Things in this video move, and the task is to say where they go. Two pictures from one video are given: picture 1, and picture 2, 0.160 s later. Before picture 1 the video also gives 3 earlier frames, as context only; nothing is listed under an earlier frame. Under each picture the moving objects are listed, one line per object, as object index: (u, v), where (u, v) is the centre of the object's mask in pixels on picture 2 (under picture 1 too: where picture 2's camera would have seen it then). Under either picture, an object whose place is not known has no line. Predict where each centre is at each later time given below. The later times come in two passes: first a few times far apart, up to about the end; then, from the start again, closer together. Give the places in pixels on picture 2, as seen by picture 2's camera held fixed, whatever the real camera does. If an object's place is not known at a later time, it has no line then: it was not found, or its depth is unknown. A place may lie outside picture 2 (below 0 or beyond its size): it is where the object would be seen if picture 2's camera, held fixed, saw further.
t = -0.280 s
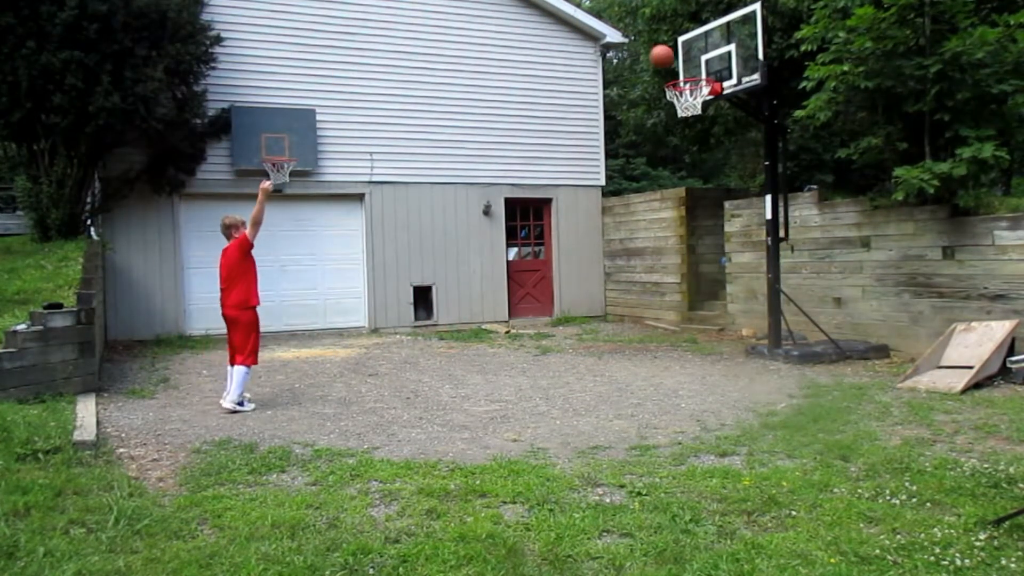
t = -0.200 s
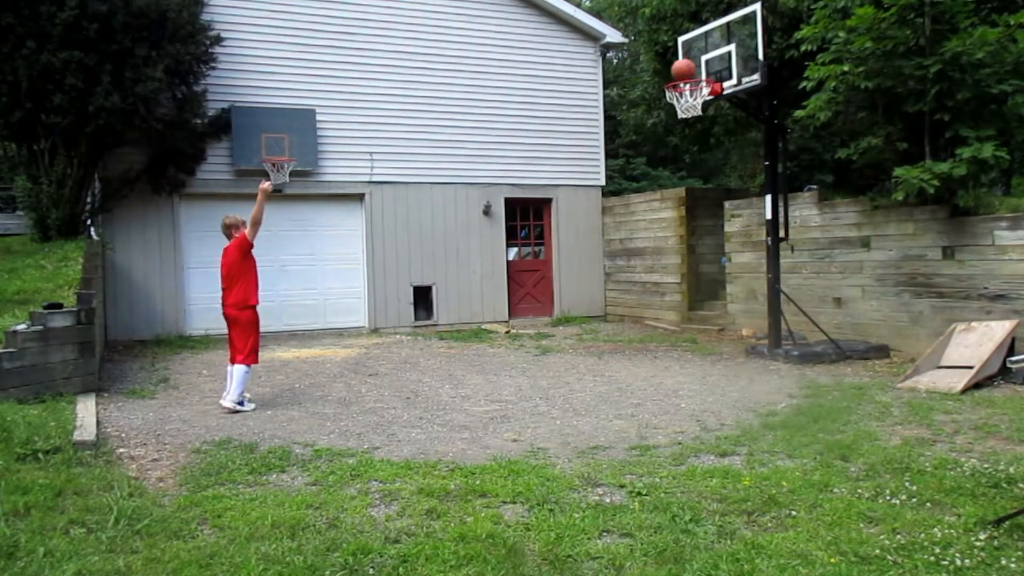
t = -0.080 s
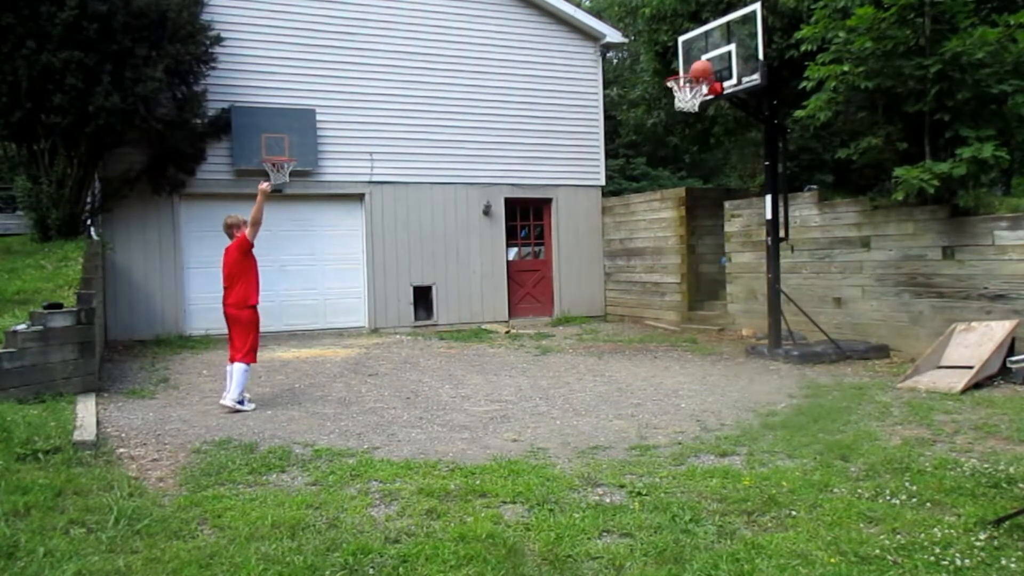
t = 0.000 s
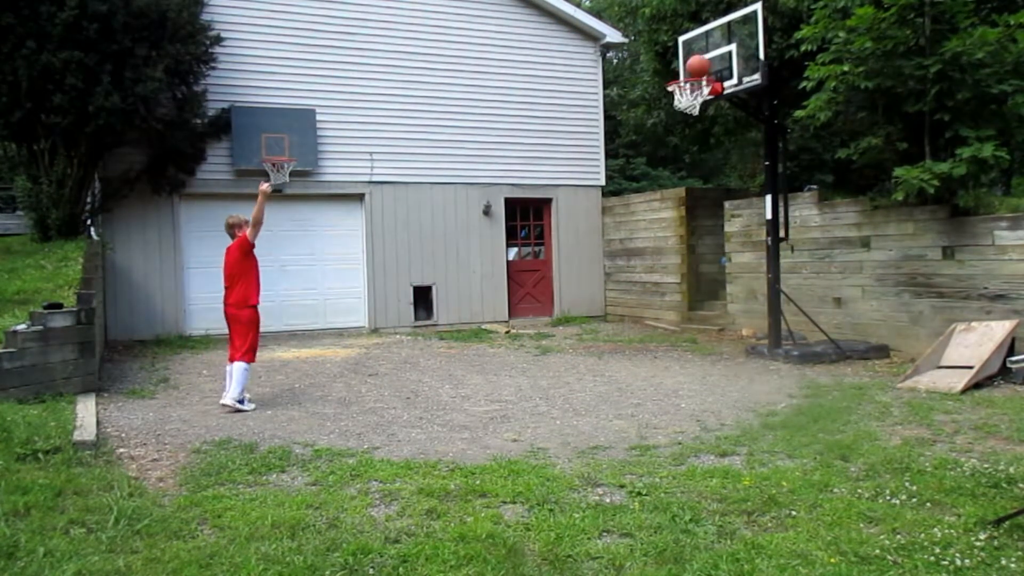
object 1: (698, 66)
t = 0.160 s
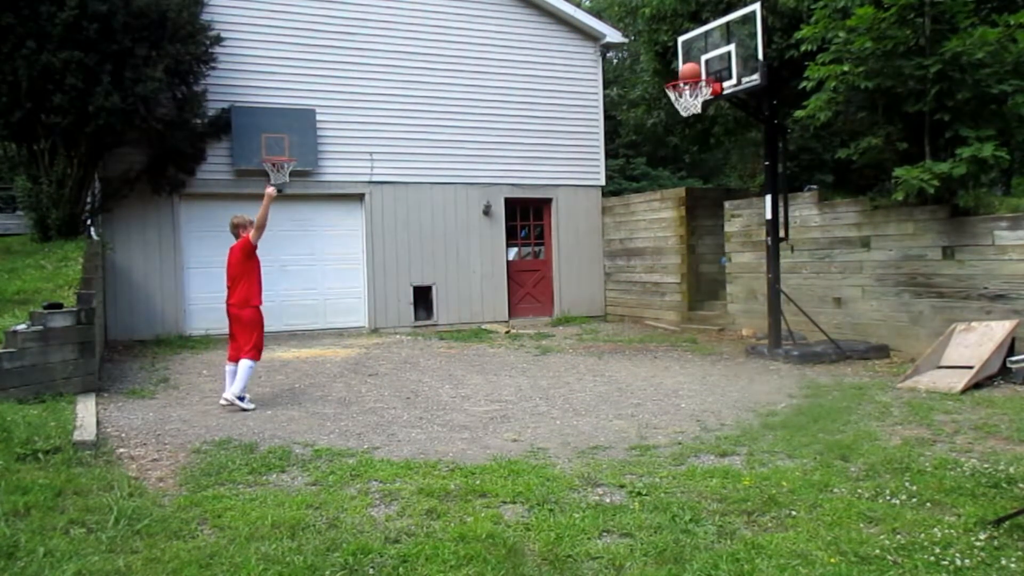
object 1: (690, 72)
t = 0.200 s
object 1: (689, 75)
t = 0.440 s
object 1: (672, 110)
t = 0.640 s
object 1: (659, 161)
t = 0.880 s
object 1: (642, 268)
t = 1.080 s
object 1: (628, 328)
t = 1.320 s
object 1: (614, 237)
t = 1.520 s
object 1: (605, 201)
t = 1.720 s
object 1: (598, 199)
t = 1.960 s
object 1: (591, 243)
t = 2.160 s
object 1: (586, 315)
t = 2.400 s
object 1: (584, 297)
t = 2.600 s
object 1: (584, 257)
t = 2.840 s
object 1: (585, 254)
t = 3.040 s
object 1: (587, 291)
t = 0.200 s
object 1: (689, 75)
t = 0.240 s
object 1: (689, 79)
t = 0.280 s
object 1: (689, 84)
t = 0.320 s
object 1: (687, 87)
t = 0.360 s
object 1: (686, 89)
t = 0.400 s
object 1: (673, 104)
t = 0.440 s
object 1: (672, 110)
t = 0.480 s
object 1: (671, 117)
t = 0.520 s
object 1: (669, 125)
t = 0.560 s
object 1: (666, 136)
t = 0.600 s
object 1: (662, 148)
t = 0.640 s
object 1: (659, 161)
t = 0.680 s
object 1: (656, 176)
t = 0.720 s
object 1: (653, 192)
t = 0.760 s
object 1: (650, 209)
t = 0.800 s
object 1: (646, 228)
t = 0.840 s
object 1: (644, 248)
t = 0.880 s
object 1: (642, 268)
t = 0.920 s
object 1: (638, 290)
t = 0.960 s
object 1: (635, 313)
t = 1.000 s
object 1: (633, 338)
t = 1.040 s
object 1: (630, 348)
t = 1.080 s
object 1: (628, 328)
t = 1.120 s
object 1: (625, 309)
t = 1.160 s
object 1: (623, 292)
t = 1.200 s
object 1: (621, 276)
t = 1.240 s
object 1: (618, 261)
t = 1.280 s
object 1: (616, 249)
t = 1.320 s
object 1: (614, 237)
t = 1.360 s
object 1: (612, 227)
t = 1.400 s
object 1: (610, 218)
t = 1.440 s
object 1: (609, 211)
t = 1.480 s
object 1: (607, 205)
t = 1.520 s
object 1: (605, 201)
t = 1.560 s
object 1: (604, 198)
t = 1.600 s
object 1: (603, 196)
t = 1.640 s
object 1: (601, 196)
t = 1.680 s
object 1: (600, 197)
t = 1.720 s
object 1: (598, 199)
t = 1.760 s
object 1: (597, 203)
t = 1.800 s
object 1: (595, 208)
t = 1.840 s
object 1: (594, 215)
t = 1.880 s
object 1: (593, 223)
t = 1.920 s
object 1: (592, 232)
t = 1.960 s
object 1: (591, 243)
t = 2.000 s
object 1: (590, 255)
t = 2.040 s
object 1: (589, 268)
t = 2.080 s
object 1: (588, 283)
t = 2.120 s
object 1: (587, 298)
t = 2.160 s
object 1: (586, 315)
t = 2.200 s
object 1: (585, 334)
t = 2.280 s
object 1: (584, 337)
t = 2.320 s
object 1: (584, 322)
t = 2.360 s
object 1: (584, 309)
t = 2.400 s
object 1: (584, 297)
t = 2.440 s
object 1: (584, 286)
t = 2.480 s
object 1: (584, 277)
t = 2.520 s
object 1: (584, 268)
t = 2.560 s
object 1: (584, 262)
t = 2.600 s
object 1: (584, 257)
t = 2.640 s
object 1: (584, 253)
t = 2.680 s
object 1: (584, 250)
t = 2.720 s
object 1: (584, 249)
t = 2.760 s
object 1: (584, 250)
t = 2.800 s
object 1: (584, 251)
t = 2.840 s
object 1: (585, 254)
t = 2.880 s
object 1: (585, 259)
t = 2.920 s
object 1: (586, 265)
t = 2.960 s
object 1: (586, 272)
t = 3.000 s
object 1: (587, 281)
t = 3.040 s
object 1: (587, 291)
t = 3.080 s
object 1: (588, 302)
